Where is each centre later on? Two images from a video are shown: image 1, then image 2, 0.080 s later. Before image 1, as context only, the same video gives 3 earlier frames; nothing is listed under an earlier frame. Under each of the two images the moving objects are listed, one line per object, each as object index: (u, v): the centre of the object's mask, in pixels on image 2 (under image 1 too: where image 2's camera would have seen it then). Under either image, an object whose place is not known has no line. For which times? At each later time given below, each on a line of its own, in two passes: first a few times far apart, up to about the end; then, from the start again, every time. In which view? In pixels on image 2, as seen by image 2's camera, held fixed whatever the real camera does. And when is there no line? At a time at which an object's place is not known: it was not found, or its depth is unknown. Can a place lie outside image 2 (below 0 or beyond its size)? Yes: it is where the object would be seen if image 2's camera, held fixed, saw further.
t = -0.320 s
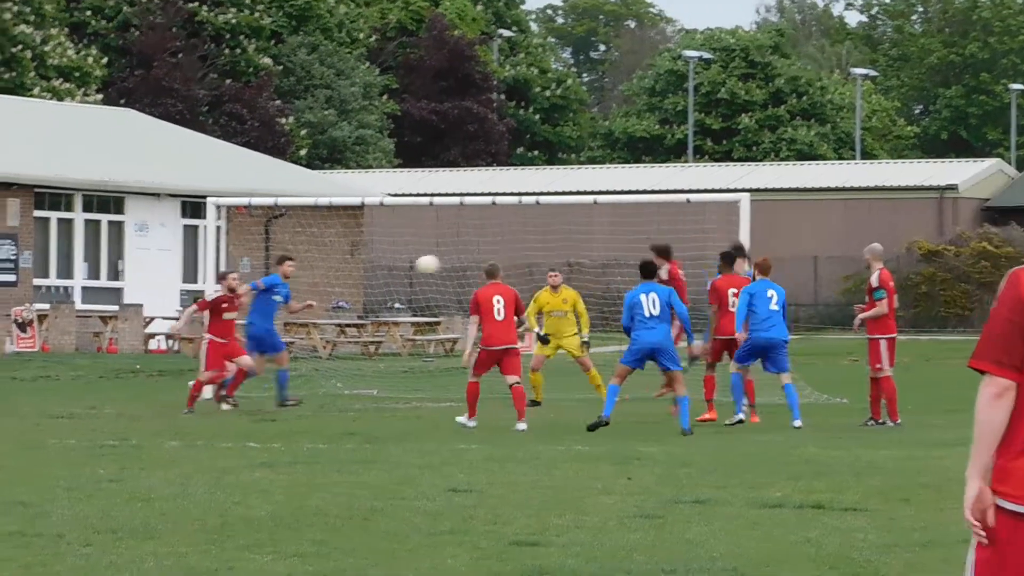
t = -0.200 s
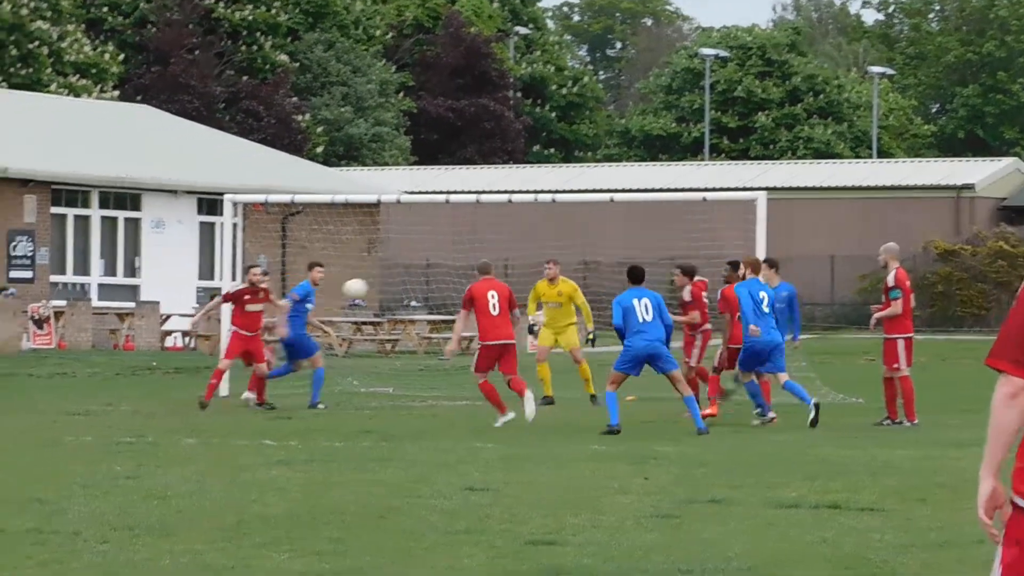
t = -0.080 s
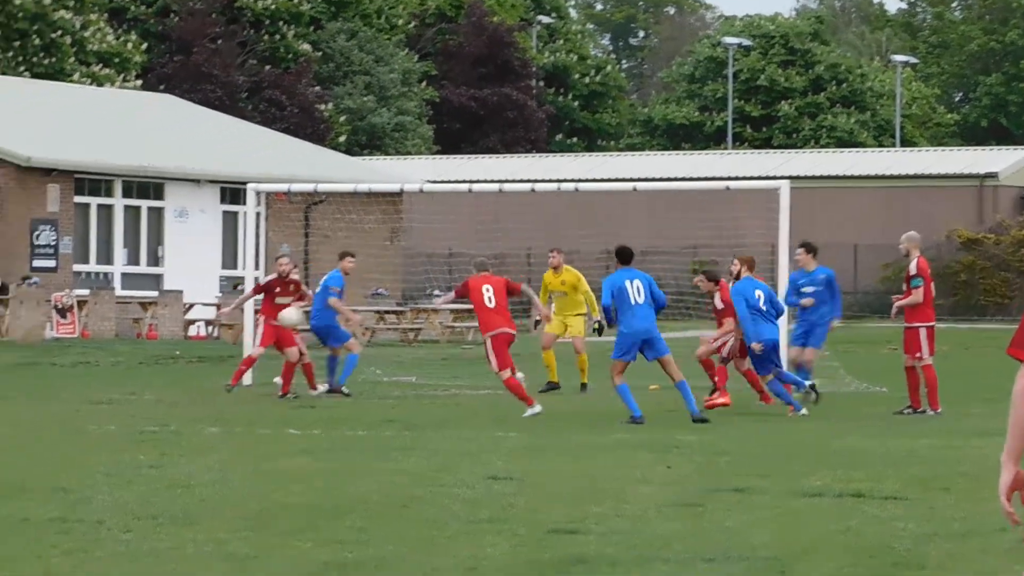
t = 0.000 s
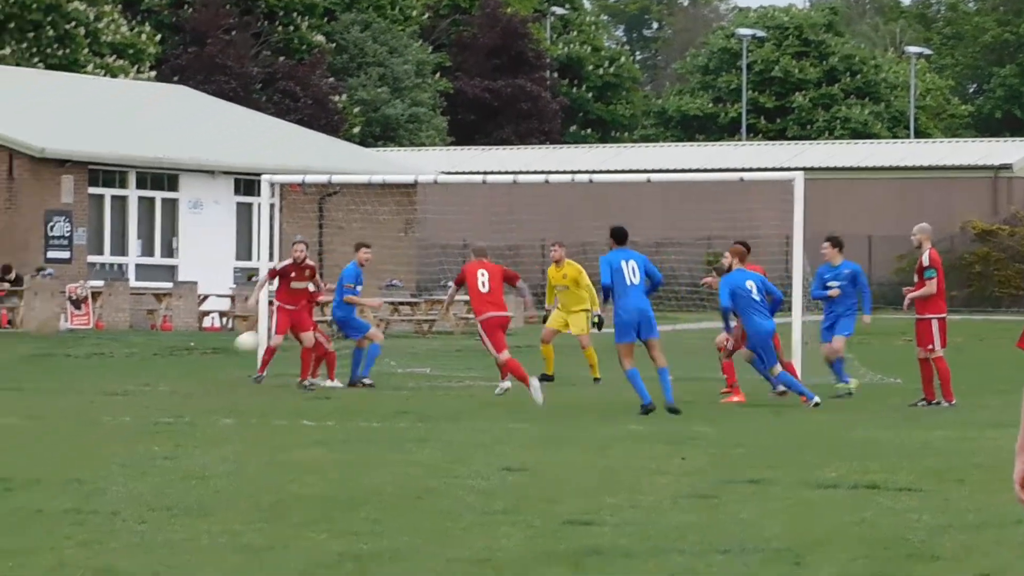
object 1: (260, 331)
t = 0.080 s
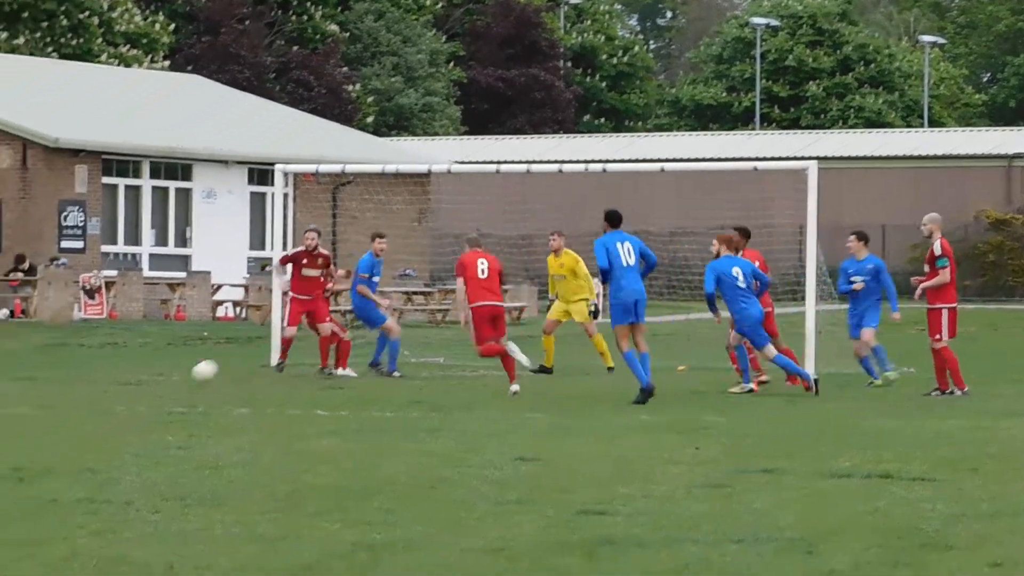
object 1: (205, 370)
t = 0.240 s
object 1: (105, 330)
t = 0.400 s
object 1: (6, 300)
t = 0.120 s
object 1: (178, 369)
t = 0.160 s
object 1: (154, 354)
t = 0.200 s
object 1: (129, 341)
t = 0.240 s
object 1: (105, 330)
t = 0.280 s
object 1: (81, 319)
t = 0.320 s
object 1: (56, 311)
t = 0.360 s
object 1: (32, 305)
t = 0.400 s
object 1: (6, 300)
